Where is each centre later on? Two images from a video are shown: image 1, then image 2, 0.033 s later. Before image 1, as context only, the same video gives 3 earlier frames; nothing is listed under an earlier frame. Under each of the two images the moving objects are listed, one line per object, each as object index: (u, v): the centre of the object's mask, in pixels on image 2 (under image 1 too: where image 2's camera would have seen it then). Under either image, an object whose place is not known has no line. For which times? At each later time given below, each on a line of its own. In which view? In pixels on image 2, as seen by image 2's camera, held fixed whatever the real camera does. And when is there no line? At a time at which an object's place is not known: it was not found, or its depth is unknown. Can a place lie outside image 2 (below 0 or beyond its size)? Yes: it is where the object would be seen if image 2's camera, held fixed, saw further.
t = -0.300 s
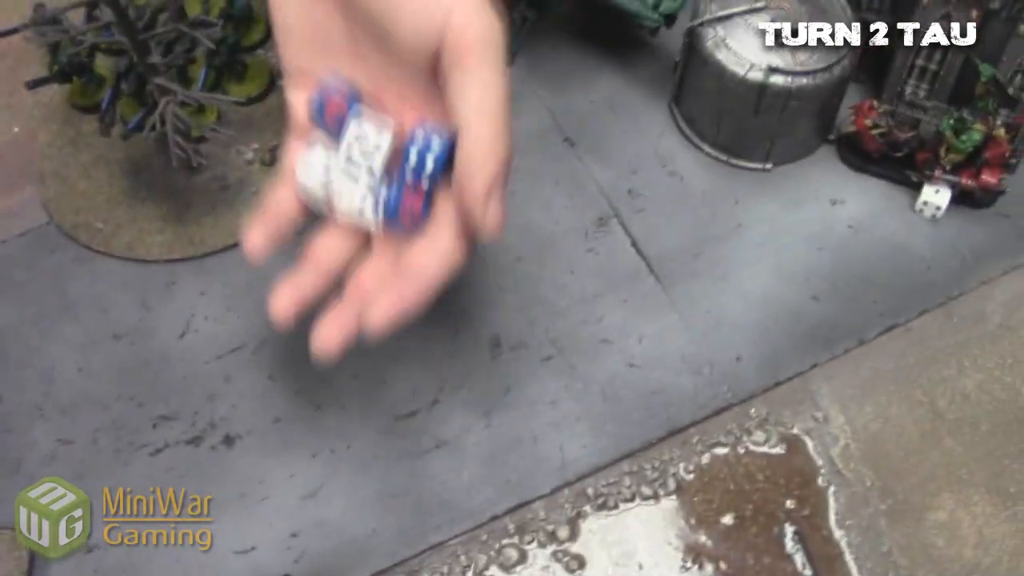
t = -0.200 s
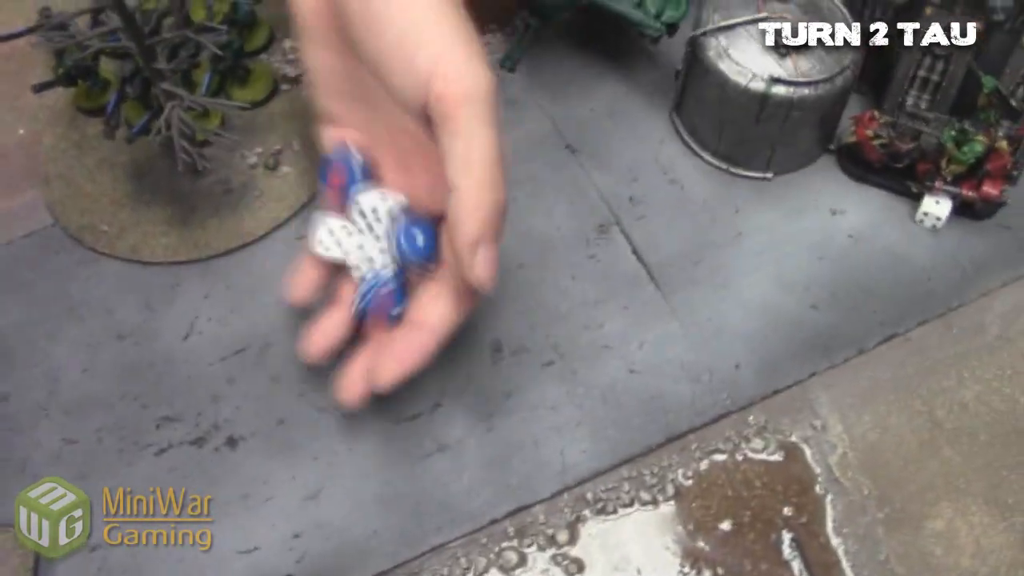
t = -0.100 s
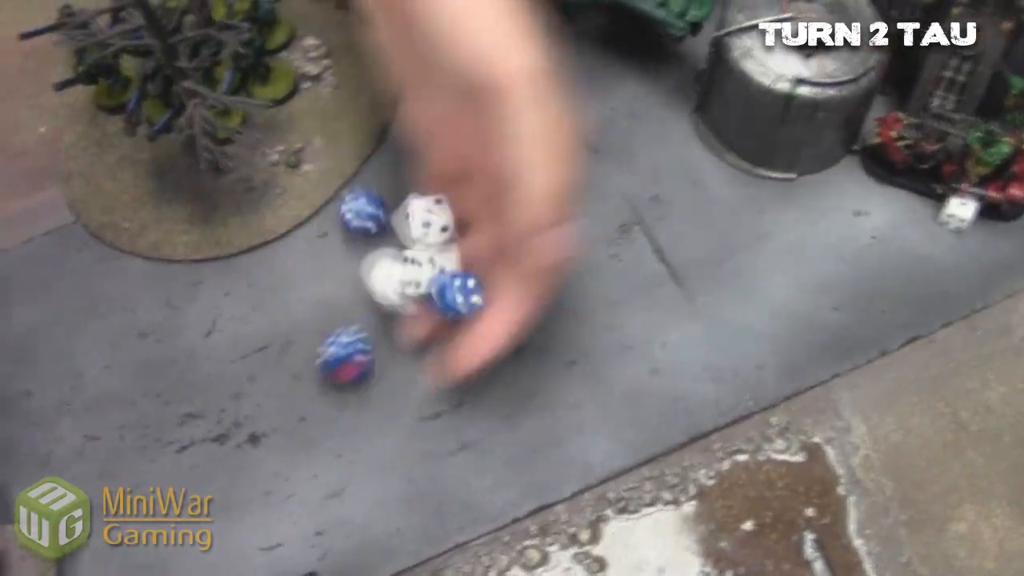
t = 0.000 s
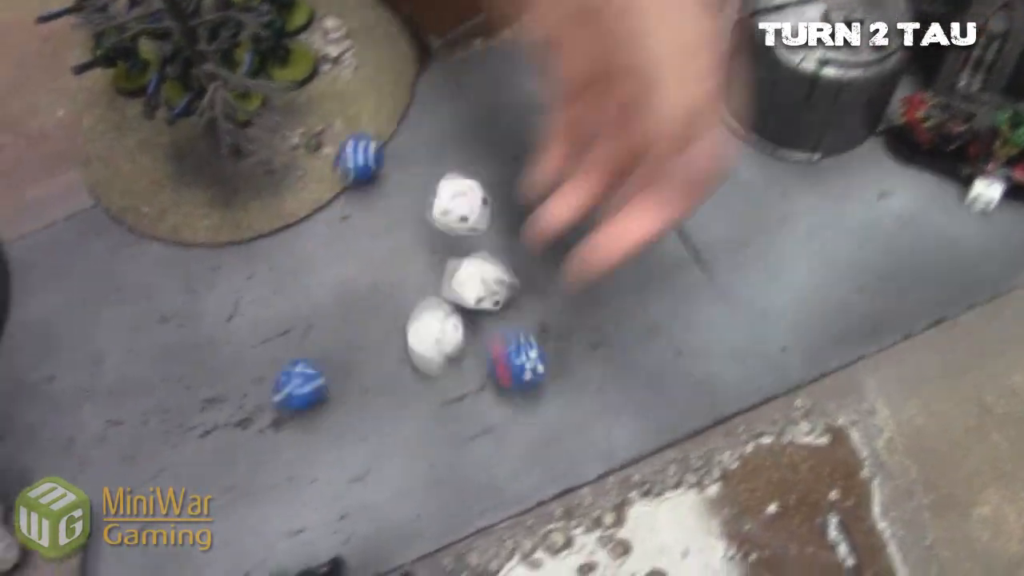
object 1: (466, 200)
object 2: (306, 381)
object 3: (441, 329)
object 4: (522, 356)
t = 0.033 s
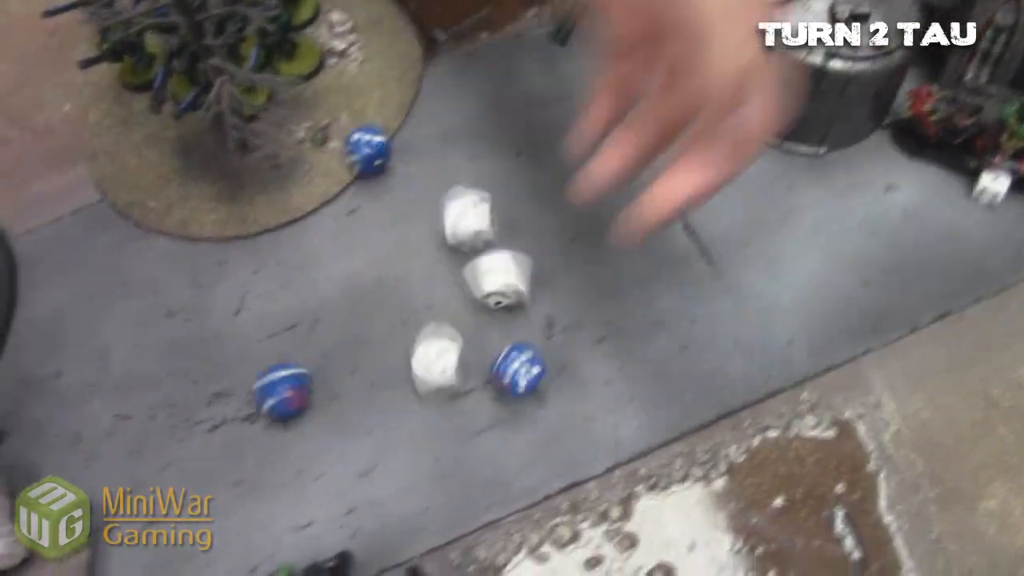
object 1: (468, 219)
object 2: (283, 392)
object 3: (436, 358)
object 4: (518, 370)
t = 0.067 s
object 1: (460, 214)
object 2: (261, 406)
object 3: (426, 388)
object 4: (507, 391)
